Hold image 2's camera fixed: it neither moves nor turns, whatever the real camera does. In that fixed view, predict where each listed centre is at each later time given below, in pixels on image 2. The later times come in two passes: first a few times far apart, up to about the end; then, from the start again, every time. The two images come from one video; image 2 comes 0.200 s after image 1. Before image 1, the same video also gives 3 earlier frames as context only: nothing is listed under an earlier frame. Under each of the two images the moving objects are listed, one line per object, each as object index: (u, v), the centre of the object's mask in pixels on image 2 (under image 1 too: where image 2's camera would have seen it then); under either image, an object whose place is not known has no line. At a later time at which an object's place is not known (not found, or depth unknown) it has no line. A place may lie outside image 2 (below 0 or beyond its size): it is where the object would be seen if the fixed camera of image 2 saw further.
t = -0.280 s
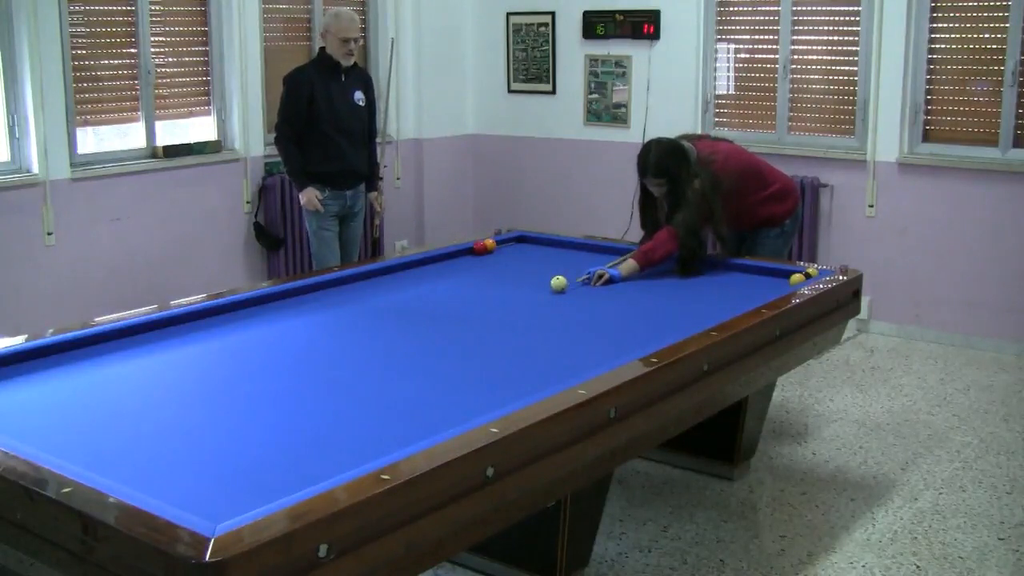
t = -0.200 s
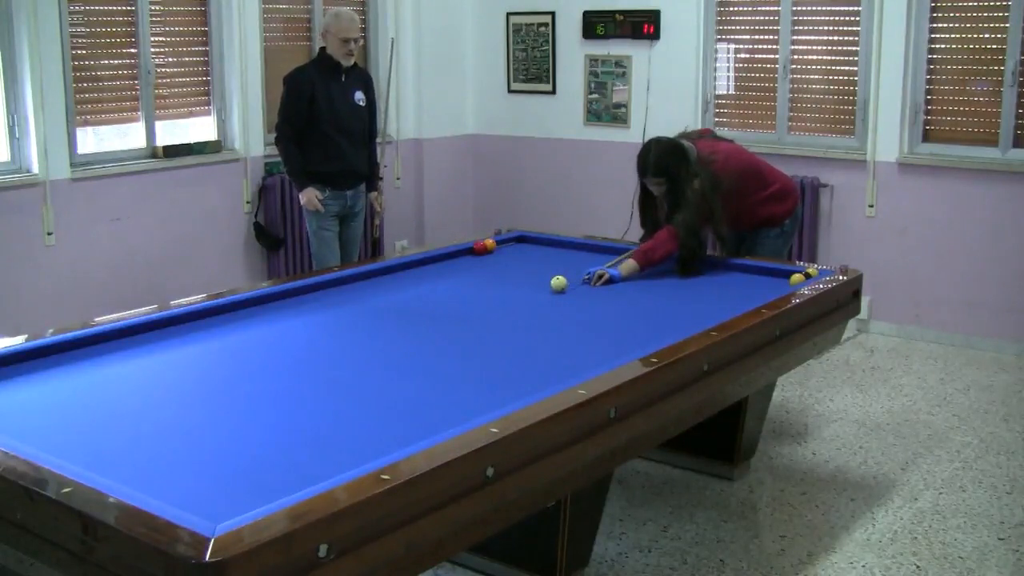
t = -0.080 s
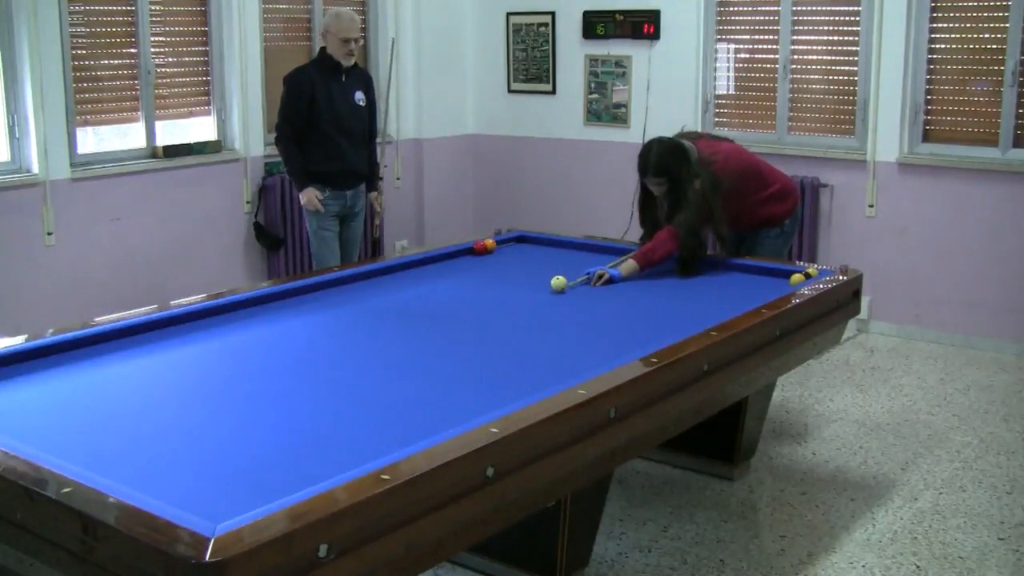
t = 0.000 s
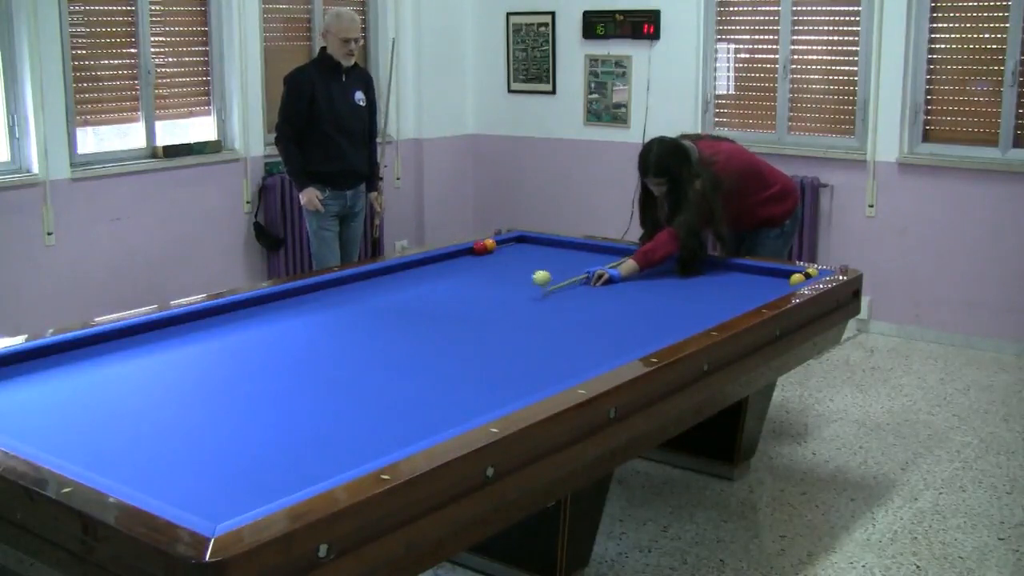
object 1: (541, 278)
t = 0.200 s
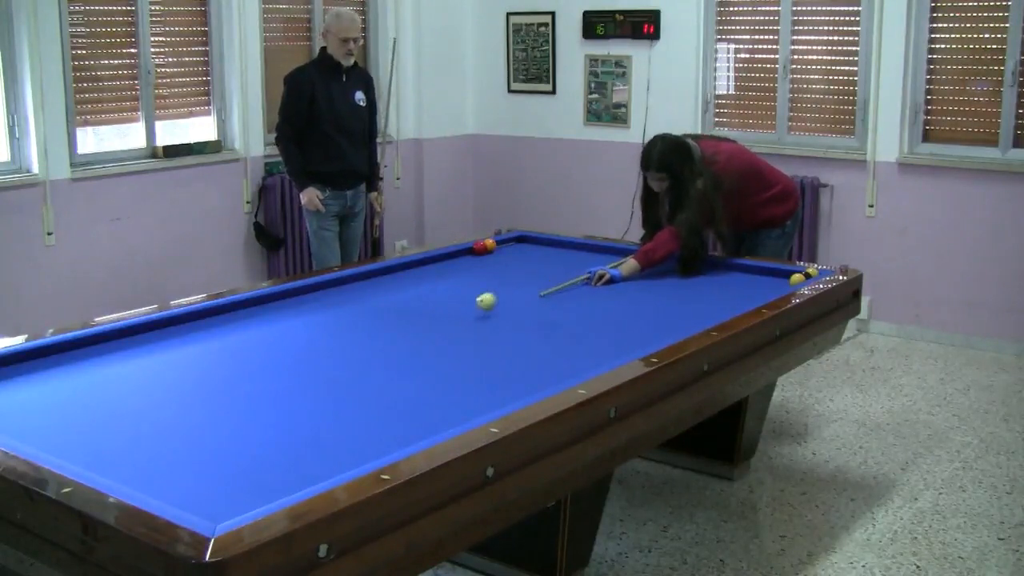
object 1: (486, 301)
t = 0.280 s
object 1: (464, 313)
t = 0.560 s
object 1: (395, 340)
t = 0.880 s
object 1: (327, 365)
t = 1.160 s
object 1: (259, 391)
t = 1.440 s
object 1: (182, 420)
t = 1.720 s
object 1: (96, 452)
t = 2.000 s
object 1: (120, 446)
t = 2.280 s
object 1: (171, 430)
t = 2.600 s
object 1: (222, 413)
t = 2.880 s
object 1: (262, 399)
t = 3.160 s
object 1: (299, 387)
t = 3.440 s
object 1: (333, 376)
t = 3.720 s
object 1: (364, 366)
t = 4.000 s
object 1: (392, 357)
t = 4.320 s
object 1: (421, 347)
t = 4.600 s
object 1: (445, 340)
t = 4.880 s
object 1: (466, 333)
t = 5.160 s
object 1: (486, 326)
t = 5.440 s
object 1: (503, 320)
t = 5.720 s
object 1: (520, 314)
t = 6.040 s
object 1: (537, 309)
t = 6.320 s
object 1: (551, 304)
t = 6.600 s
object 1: (564, 300)
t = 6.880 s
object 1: (576, 296)
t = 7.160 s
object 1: (587, 293)
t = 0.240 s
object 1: (475, 309)
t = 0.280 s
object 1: (464, 313)
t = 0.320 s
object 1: (454, 317)
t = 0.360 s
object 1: (443, 321)
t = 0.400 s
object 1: (433, 326)
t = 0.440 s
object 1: (423, 329)
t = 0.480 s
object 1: (413, 333)
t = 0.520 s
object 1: (404, 336)
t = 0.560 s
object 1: (395, 340)
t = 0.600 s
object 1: (387, 343)
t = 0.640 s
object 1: (379, 346)
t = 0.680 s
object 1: (371, 349)
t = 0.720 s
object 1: (362, 352)
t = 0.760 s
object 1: (353, 355)
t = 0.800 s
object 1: (344, 359)
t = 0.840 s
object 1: (336, 362)
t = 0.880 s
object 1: (327, 365)
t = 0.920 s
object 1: (318, 369)
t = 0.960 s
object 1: (308, 372)
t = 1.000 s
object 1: (299, 376)
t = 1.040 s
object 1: (289, 380)
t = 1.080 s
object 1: (279, 383)
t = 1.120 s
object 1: (270, 387)
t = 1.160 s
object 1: (259, 391)
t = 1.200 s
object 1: (249, 395)
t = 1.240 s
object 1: (238, 399)
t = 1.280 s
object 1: (228, 403)
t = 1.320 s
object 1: (217, 407)
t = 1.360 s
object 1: (205, 411)
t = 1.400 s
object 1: (194, 415)
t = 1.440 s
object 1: (182, 420)
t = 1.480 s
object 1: (171, 424)
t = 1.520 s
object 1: (159, 428)
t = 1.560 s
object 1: (147, 433)
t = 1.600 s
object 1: (134, 438)
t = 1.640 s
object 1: (122, 443)
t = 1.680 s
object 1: (109, 448)
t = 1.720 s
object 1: (96, 452)
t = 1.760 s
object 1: (82, 456)
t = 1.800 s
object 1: (77, 457)
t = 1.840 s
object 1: (87, 456)
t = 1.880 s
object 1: (96, 453)
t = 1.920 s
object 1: (105, 451)
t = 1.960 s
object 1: (112, 448)
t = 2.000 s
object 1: (120, 446)
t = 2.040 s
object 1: (128, 443)
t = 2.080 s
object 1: (135, 441)
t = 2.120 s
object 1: (142, 438)
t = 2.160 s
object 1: (150, 436)
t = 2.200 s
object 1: (157, 434)
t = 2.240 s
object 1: (164, 432)
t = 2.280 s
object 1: (171, 430)
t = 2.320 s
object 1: (177, 427)
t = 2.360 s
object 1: (184, 425)
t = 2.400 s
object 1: (191, 423)
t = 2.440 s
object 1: (197, 421)
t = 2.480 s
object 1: (203, 419)
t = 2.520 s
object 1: (210, 417)
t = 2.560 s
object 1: (216, 415)
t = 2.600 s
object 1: (222, 413)
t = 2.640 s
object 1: (228, 411)
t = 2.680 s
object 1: (234, 409)
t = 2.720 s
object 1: (240, 407)
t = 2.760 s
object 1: (245, 405)
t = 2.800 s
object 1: (251, 403)
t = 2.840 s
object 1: (257, 401)
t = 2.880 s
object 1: (262, 399)
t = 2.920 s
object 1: (268, 398)
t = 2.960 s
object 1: (273, 396)
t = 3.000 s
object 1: (279, 394)
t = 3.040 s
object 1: (284, 392)
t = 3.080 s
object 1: (289, 391)
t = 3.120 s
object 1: (294, 389)
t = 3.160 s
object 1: (299, 387)
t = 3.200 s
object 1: (304, 386)
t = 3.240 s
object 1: (309, 384)
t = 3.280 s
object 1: (314, 382)
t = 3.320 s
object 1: (319, 381)
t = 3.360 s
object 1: (324, 379)
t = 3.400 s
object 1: (328, 378)
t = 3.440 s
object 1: (333, 376)
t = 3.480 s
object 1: (338, 375)
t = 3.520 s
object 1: (342, 373)
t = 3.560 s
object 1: (347, 372)
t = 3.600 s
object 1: (351, 371)
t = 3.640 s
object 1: (356, 369)
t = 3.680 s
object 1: (360, 368)
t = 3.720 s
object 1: (364, 366)
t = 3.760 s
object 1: (368, 365)
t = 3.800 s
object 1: (372, 363)
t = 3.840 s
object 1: (376, 362)
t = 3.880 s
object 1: (380, 361)
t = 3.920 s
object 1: (385, 359)
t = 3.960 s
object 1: (388, 358)
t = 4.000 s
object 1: (392, 357)
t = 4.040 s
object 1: (396, 356)
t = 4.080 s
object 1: (400, 354)
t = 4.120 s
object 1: (403, 353)
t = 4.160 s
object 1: (407, 352)
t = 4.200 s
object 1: (411, 350)
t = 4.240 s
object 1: (414, 350)
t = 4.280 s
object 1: (418, 348)
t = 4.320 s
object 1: (421, 347)
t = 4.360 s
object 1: (425, 346)
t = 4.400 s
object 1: (429, 345)
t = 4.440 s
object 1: (432, 344)
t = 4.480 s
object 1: (435, 342)
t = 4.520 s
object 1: (438, 342)
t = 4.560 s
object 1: (441, 341)
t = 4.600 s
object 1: (445, 340)
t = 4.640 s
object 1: (448, 339)
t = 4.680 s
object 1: (451, 338)
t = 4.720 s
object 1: (454, 337)
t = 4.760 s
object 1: (457, 335)
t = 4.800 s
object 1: (460, 335)
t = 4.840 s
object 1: (464, 333)
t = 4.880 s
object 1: (466, 333)
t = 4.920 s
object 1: (469, 331)
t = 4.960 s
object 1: (472, 330)
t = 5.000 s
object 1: (475, 330)
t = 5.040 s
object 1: (478, 329)
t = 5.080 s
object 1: (480, 328)
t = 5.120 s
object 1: (483, 327)
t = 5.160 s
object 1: (486, 326)
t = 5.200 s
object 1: (489, 325)
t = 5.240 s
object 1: (491, 324)
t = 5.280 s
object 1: (494, 323)
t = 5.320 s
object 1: (496, 323)
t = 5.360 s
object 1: (499, 322)
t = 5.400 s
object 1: (501, 321)
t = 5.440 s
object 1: (503, 320)
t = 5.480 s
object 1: (506, 319)
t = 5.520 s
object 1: (508, 318)
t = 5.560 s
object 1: (511, 317)
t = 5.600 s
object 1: (513, 317)
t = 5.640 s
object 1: (515, 316)
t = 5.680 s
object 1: (518, 315)
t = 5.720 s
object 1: (520, 314)
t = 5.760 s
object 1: (522, 313)
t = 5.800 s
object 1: (524, 313)
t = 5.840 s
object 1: (526, 312)
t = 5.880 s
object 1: (529, 311)
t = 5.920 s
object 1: (531, 311)
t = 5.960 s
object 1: (533, 310)
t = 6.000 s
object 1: (535, 309)
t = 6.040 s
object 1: (537, 309)
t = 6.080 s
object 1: (539, 308)
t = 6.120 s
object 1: (541, 307)
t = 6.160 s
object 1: (543, 307)
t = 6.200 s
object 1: (545, 306)
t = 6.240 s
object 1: (547, 305)
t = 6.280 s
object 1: (549, 305)
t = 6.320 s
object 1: (551, 304)
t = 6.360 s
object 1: (553, 303)
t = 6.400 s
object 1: (554, 303)
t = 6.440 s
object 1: (556, 302)
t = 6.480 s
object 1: (558, 301)
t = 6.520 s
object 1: (560, 301)
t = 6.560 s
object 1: (562, 301)
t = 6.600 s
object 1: (564, 300)
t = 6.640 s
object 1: (566, 299)
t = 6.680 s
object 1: (567, 299)
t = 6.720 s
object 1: (569, 298)
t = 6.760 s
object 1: (571, 298)
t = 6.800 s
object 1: (572, 297)
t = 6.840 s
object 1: (574, 296)
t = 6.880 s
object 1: (576, 296)
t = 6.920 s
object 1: (577, 296)
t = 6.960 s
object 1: (579, 295)
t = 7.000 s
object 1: (581, 294)
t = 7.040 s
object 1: (582, 294)
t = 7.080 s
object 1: (584, 294)
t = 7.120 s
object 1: (585, 293)
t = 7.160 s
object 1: (587, 293)
